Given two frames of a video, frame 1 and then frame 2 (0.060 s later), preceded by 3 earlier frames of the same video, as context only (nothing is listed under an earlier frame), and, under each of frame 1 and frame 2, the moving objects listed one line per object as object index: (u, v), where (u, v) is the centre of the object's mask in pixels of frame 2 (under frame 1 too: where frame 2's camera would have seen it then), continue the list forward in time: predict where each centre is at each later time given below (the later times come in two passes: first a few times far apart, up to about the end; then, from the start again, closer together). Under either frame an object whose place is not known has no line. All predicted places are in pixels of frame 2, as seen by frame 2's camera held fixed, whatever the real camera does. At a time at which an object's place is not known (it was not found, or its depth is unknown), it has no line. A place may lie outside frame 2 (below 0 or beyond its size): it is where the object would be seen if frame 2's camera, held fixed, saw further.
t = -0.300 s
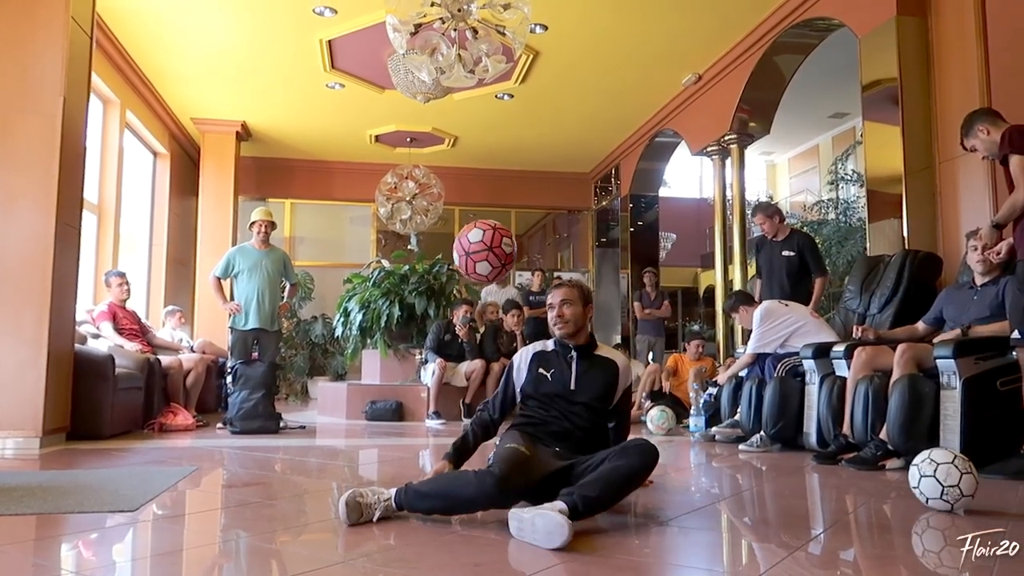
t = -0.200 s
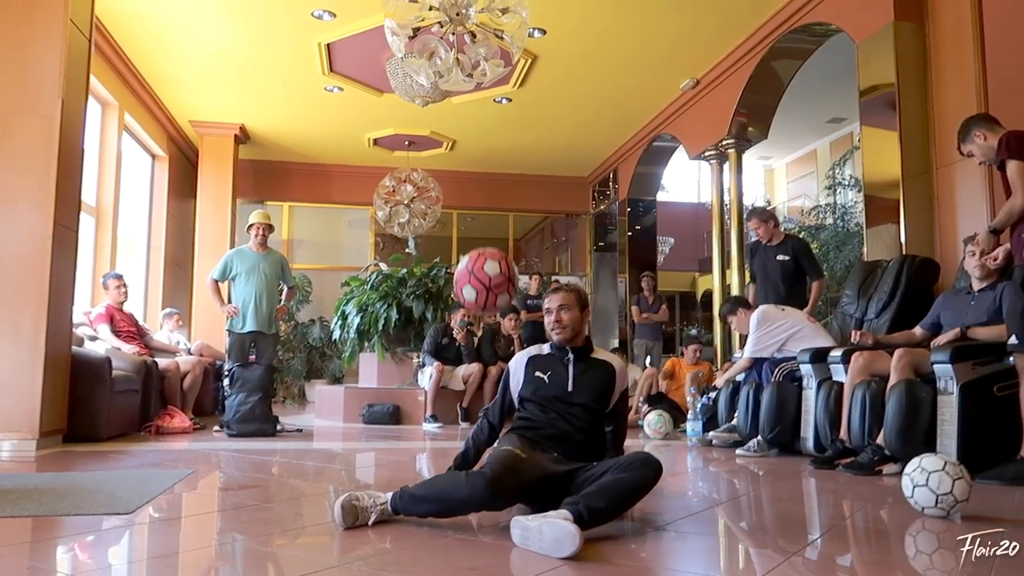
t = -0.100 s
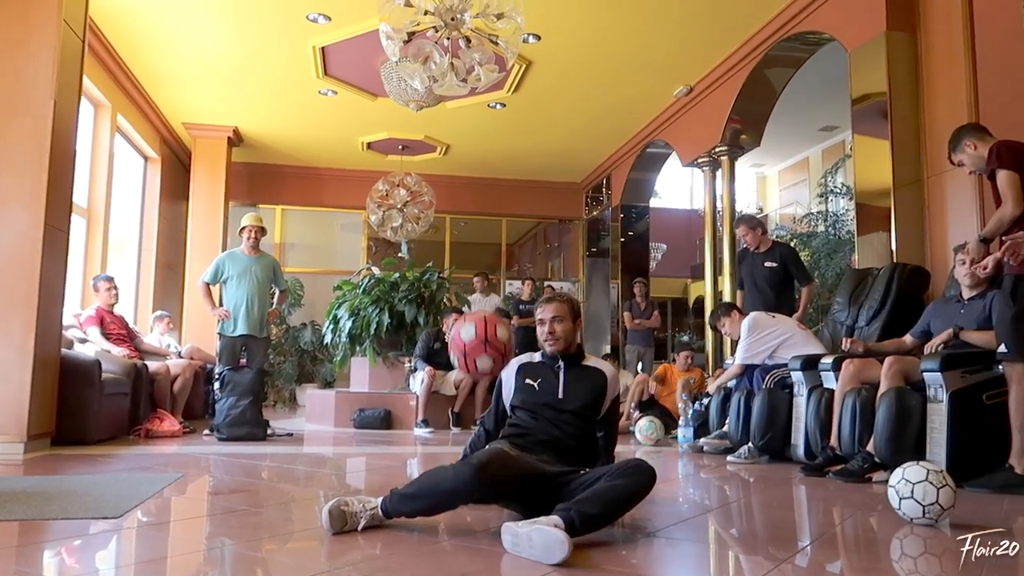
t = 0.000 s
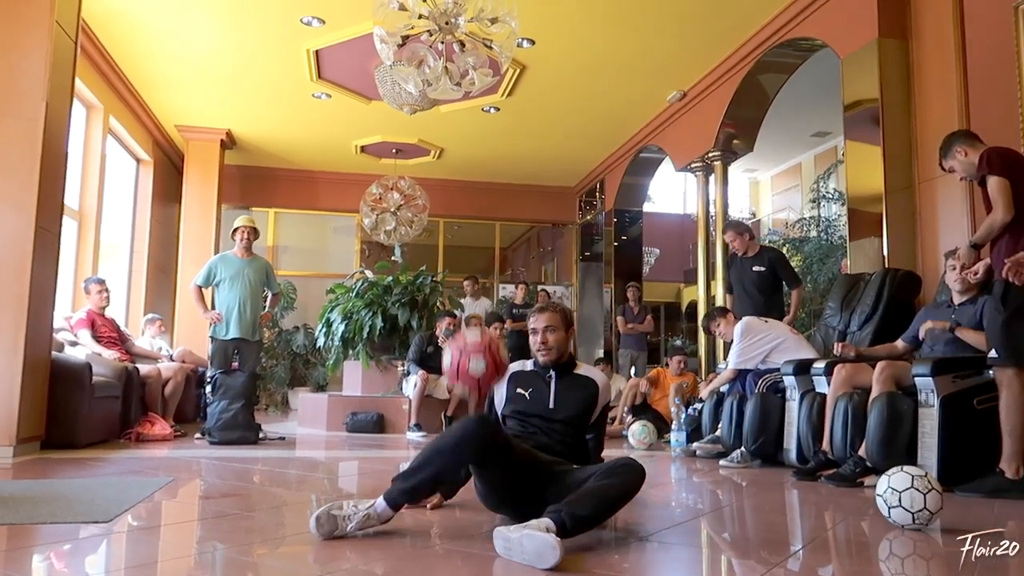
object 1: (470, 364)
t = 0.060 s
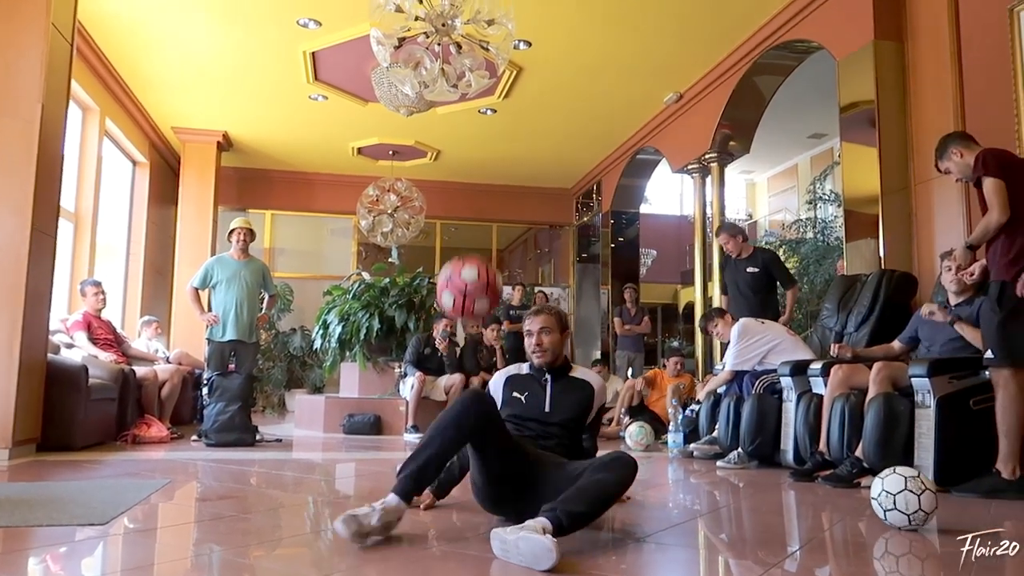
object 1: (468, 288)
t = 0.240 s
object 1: (460, 138)
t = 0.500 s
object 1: (442, 84)
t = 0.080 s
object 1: (467, 266)
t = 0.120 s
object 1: (466, 228)
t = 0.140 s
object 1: (465, 209)
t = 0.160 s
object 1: (464, 193)
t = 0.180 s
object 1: (463, 178)
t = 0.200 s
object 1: (461, 163)
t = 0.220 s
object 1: (461, 150)
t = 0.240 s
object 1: (460, 138)
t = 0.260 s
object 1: (458, 127)
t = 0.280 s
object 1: (457, 116)
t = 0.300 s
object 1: (456, 108)
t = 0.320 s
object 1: (455, 101)
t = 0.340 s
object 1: (453, 94)
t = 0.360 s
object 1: (452, 89)
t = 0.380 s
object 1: (451, 85)
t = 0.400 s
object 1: (449, 82)
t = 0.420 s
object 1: (448, 80)
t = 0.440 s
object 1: (447, 80)
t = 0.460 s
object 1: (445, 80)
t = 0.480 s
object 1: (444, 81)
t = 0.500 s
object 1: (442, 84)
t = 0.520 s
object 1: (441, 88)
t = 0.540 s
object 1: (440, 92)
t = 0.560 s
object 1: (439, 98)
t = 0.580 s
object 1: (437, 105)
